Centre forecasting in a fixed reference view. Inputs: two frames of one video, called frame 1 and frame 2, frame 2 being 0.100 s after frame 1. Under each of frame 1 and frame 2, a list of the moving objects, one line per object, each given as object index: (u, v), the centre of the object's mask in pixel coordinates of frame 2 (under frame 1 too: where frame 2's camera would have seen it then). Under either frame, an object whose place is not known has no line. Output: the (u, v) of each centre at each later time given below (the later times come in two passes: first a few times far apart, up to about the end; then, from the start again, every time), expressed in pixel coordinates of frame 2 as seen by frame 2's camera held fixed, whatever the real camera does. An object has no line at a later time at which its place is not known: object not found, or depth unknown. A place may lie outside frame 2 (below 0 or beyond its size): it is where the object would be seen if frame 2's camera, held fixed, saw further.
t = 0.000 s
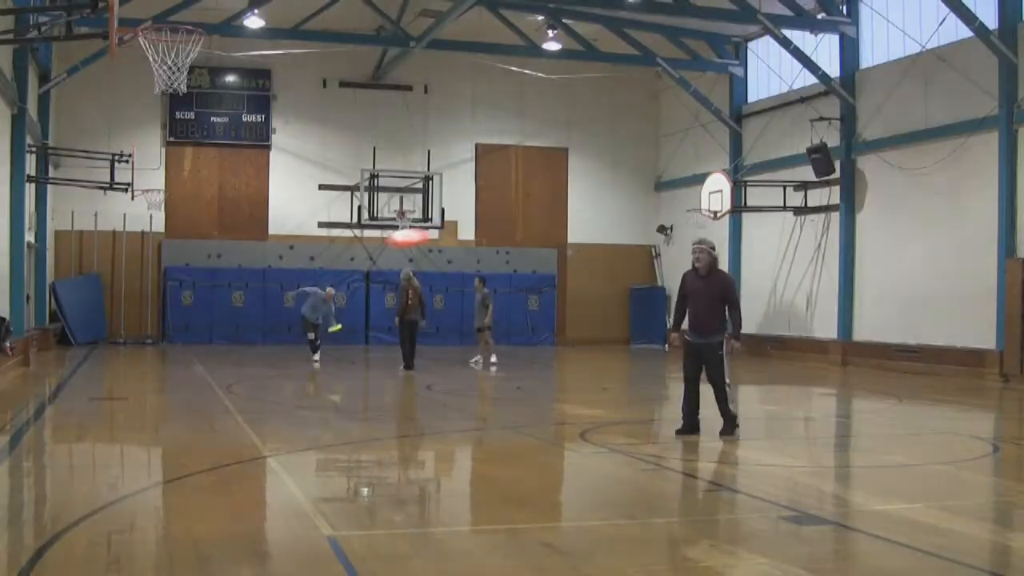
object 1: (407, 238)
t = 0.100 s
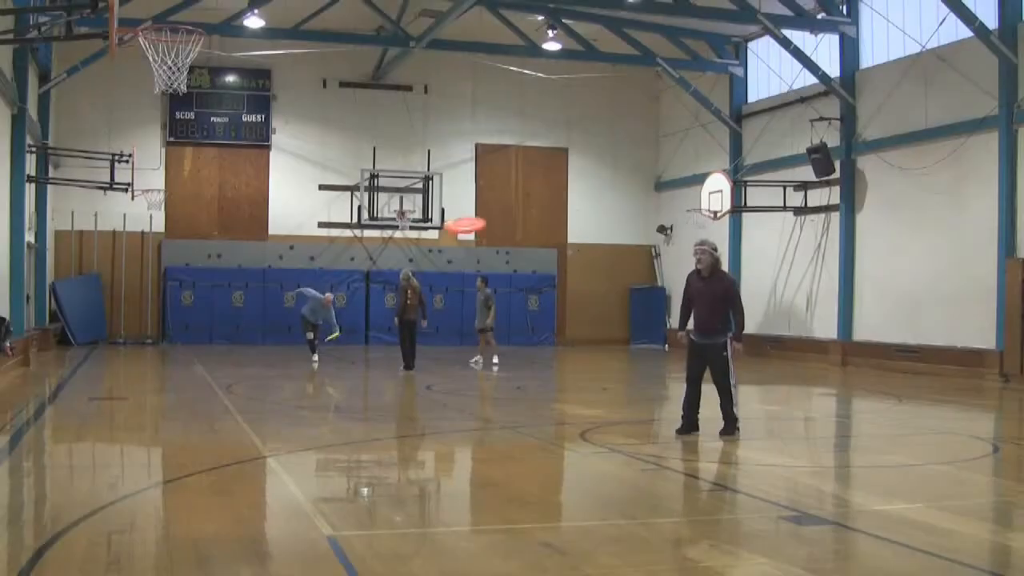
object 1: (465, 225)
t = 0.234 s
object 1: (526, 216)
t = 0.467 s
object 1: (610, 219)
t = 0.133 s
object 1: (483, 222)
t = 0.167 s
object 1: (497, 220)
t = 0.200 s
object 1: (512, 218)
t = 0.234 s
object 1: (526, 216)
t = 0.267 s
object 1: (539, 215)
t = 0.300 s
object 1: (551, 215)
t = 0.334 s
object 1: (564, 215)
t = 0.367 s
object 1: (576, 215)
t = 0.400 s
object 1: (588, 216)
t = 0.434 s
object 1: (599, 217)
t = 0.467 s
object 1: (610, 219)
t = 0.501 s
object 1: (620, 220)
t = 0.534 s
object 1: (630, 223)
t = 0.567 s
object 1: (640, 225)
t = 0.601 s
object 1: (649, 228)
